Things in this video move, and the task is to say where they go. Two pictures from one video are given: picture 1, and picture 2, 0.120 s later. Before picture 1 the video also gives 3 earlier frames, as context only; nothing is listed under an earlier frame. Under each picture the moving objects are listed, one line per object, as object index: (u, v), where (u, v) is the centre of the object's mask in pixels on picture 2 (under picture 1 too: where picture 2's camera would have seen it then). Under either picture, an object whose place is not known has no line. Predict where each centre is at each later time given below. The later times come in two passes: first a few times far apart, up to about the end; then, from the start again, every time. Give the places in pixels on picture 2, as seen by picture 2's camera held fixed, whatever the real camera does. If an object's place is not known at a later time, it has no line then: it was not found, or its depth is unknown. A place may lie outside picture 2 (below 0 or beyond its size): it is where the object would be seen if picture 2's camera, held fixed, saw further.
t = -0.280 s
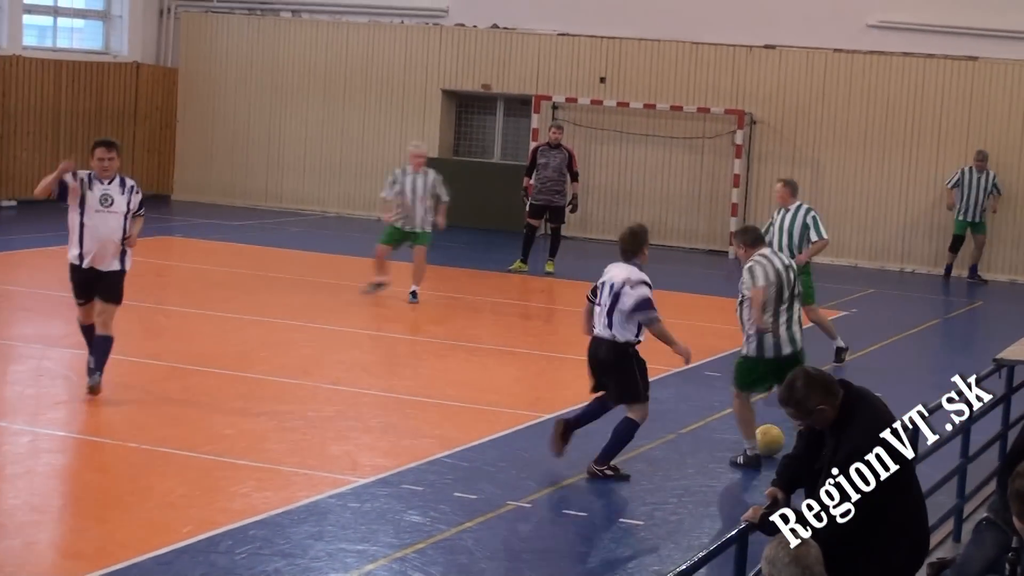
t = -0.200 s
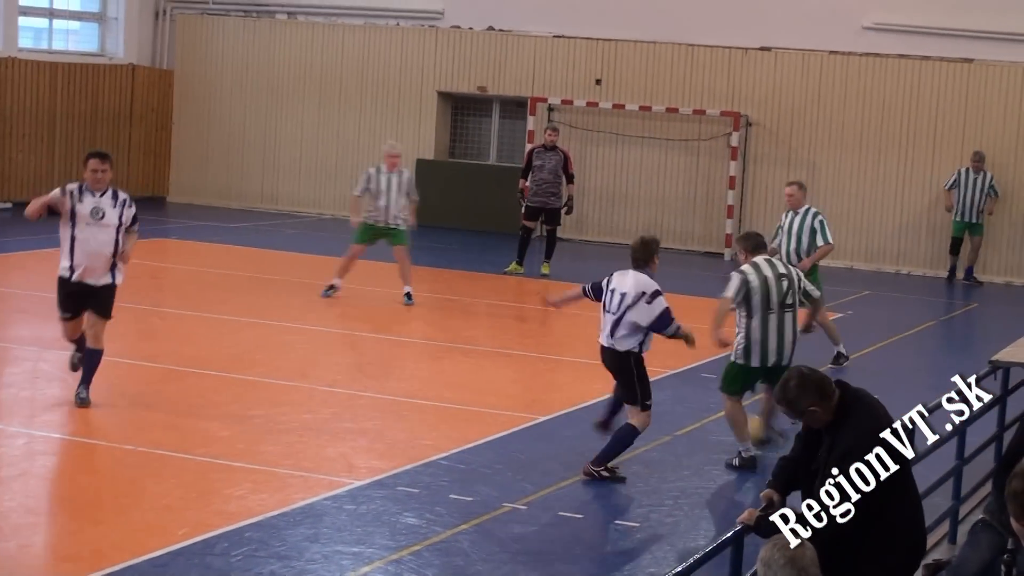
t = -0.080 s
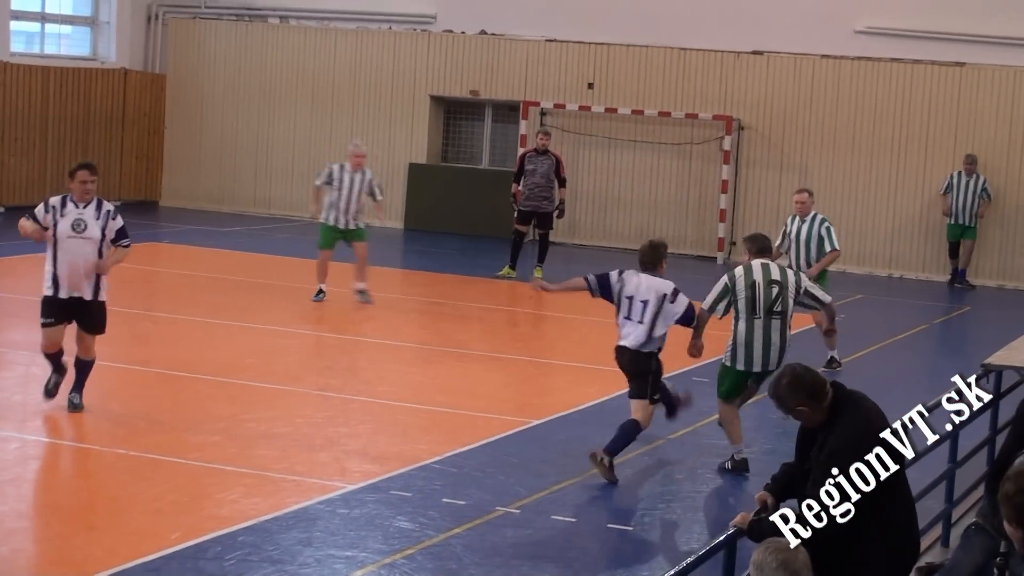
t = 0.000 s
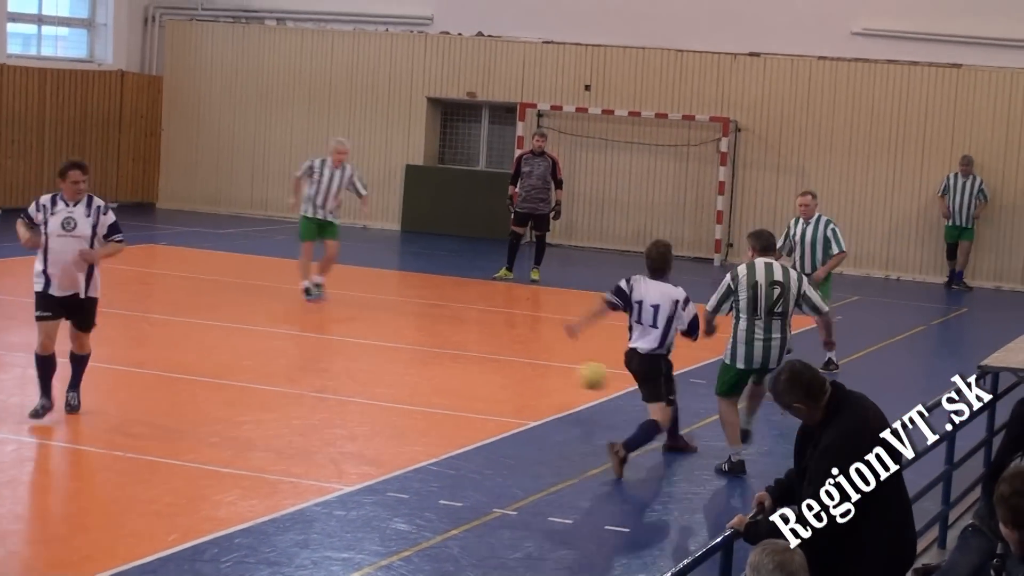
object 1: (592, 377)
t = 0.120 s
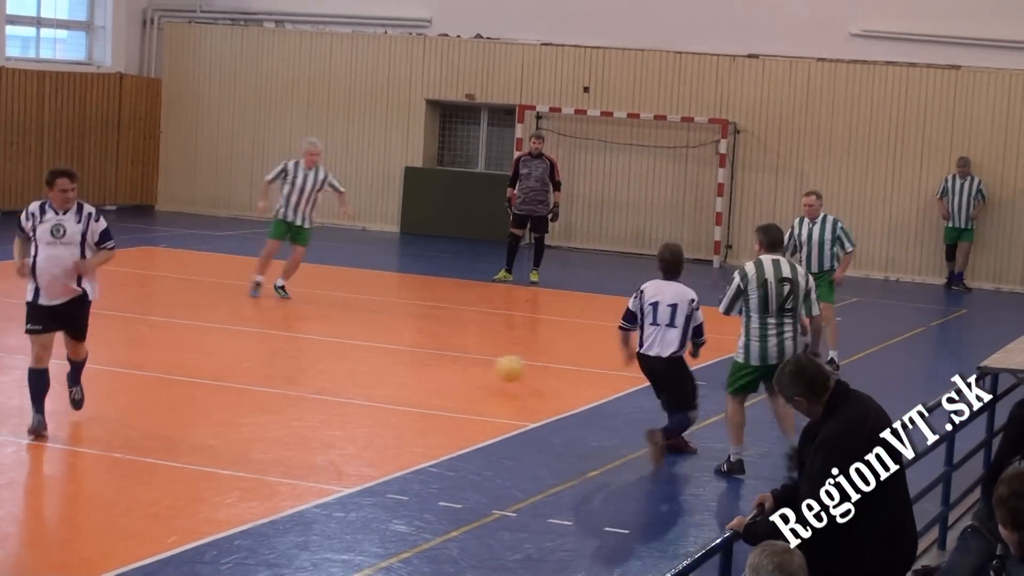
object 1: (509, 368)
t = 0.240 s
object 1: (447, 348)
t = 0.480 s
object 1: (347, 329)
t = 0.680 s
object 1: (281, 306)
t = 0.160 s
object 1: (483, 370)
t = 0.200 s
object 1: (464, 358)
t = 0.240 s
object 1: (447, 348)
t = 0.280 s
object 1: (429, 340)
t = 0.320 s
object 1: (412, 334)
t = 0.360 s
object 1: (395, 330)
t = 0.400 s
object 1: (379, 327)
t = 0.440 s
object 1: (363, 327)
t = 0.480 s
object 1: (347, 329)
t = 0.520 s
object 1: (332, 330)
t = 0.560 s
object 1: (319, 321)
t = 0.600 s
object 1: (307, 314)
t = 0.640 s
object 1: (294, 309)
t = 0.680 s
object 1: (281, 306)
